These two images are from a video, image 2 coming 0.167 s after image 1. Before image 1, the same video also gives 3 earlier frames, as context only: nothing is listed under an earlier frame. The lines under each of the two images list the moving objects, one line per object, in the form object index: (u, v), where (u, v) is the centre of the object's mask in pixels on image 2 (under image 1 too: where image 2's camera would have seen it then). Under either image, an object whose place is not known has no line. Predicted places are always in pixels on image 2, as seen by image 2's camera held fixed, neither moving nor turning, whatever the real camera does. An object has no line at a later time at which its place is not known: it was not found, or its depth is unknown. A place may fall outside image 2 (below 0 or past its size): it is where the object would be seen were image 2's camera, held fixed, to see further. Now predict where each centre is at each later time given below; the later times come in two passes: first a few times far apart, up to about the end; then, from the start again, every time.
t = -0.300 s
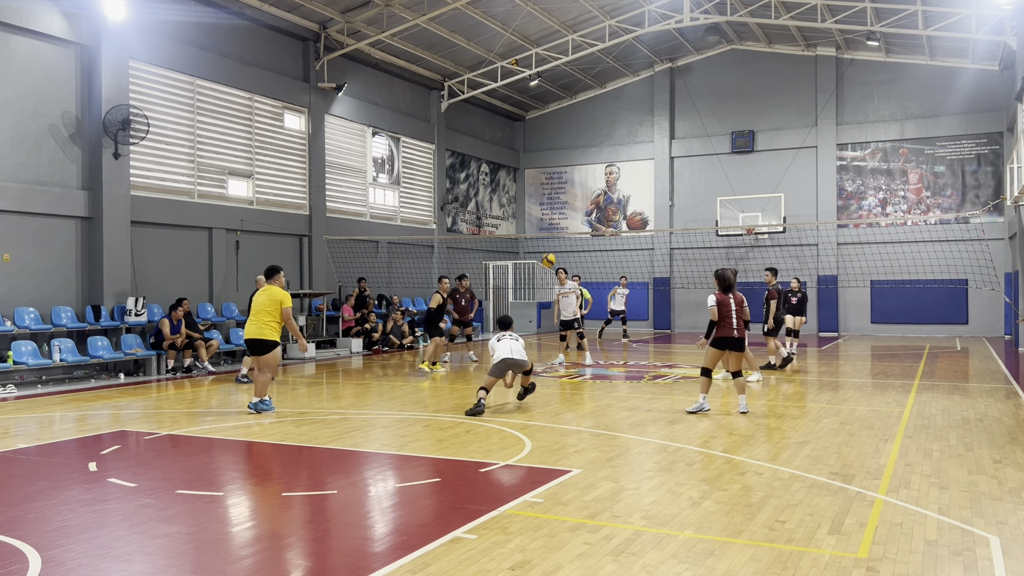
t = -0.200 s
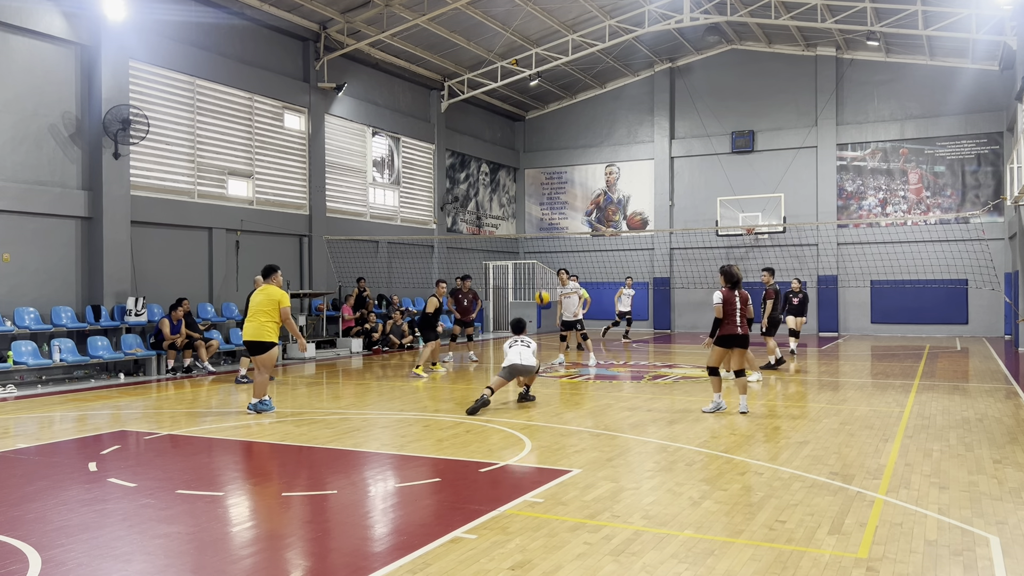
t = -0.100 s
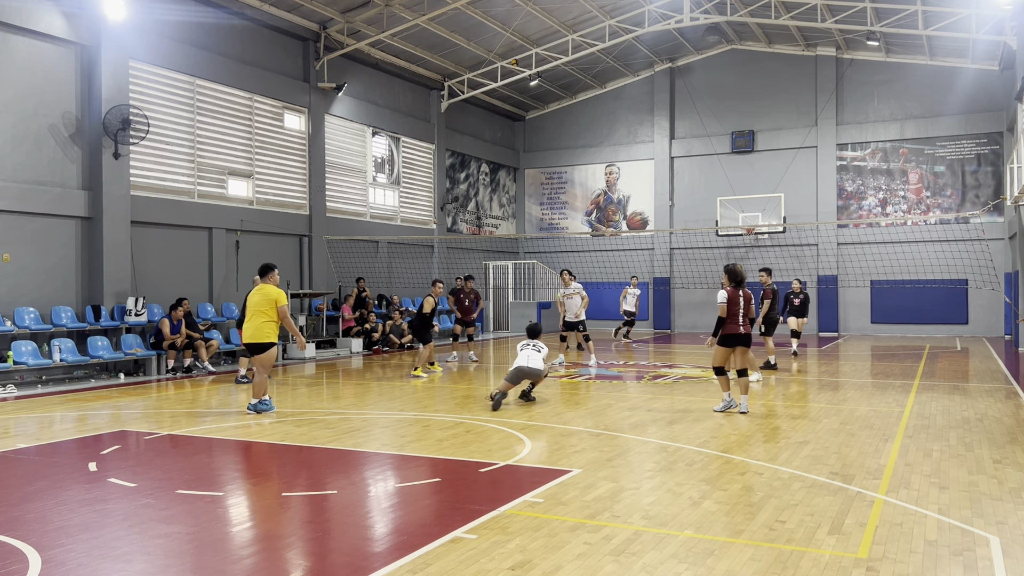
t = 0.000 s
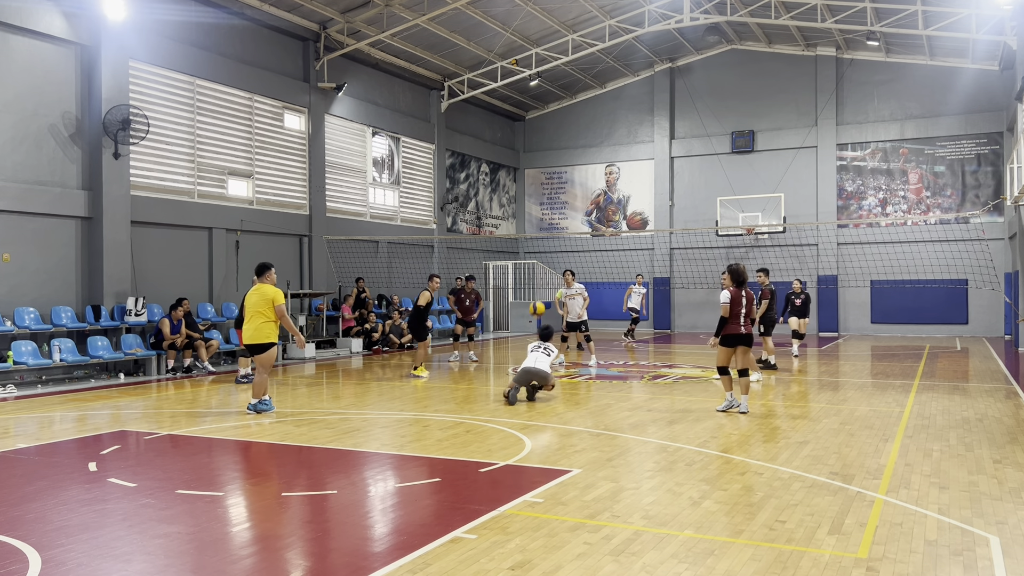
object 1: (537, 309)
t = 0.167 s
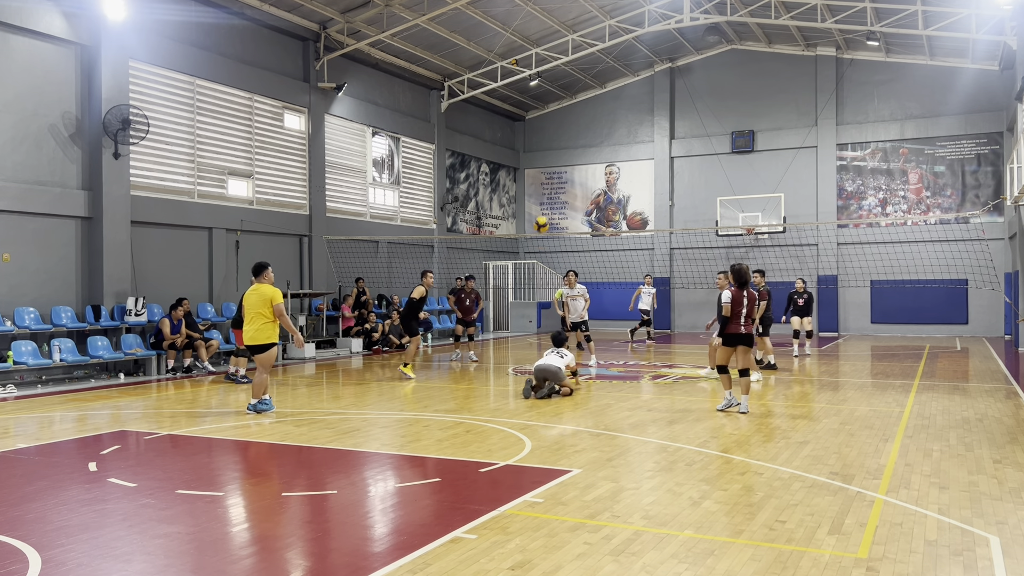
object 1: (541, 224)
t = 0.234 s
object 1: (543, 197)
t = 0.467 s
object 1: (548, 131)
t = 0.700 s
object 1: (553, 105)
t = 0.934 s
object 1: (558, 116)
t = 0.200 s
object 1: (542, 210)
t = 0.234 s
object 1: (543, 197)
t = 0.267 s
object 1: (544, 185)
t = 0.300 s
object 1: (544, 174)
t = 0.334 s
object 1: (545, 164)
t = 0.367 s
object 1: (546, 154)
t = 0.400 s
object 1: (547, 146)
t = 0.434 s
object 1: (548, 138)
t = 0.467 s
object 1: (548, 131)
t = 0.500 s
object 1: (549, 125)
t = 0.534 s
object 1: (550, 120)
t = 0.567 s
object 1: (551, 116)
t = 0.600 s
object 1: (551, 112)
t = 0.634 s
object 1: (552, 109)
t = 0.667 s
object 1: (553, 106)
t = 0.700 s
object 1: (553, 105)
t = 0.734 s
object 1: (554, 105)
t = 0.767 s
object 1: (555, 105)
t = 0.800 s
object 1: (555, 106)
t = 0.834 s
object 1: (557, 107)
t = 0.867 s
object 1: (557, 110)
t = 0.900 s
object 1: (558, 113)
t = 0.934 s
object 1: (558, 116)
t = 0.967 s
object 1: (559, 121)
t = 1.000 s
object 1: (560, 126)
